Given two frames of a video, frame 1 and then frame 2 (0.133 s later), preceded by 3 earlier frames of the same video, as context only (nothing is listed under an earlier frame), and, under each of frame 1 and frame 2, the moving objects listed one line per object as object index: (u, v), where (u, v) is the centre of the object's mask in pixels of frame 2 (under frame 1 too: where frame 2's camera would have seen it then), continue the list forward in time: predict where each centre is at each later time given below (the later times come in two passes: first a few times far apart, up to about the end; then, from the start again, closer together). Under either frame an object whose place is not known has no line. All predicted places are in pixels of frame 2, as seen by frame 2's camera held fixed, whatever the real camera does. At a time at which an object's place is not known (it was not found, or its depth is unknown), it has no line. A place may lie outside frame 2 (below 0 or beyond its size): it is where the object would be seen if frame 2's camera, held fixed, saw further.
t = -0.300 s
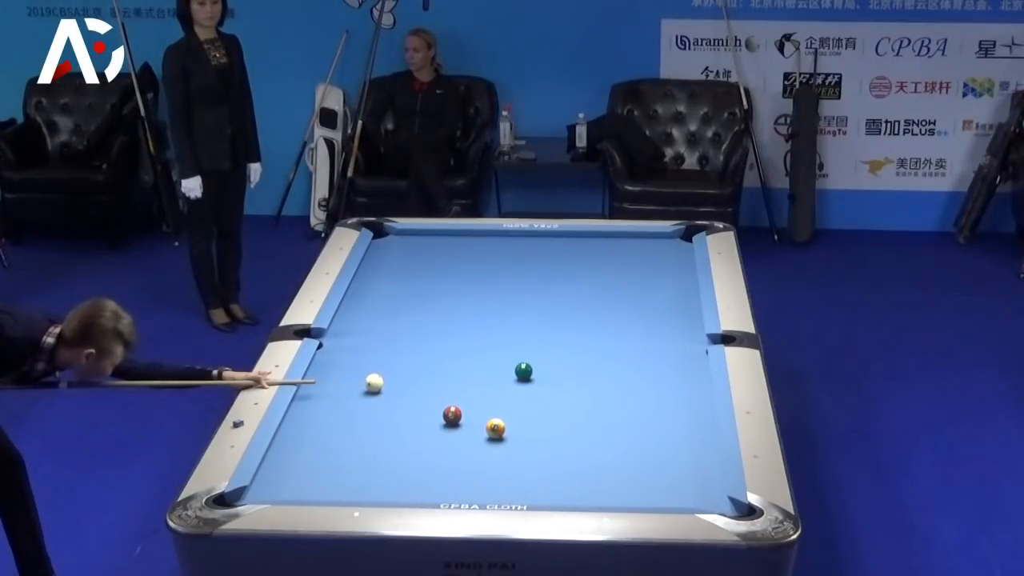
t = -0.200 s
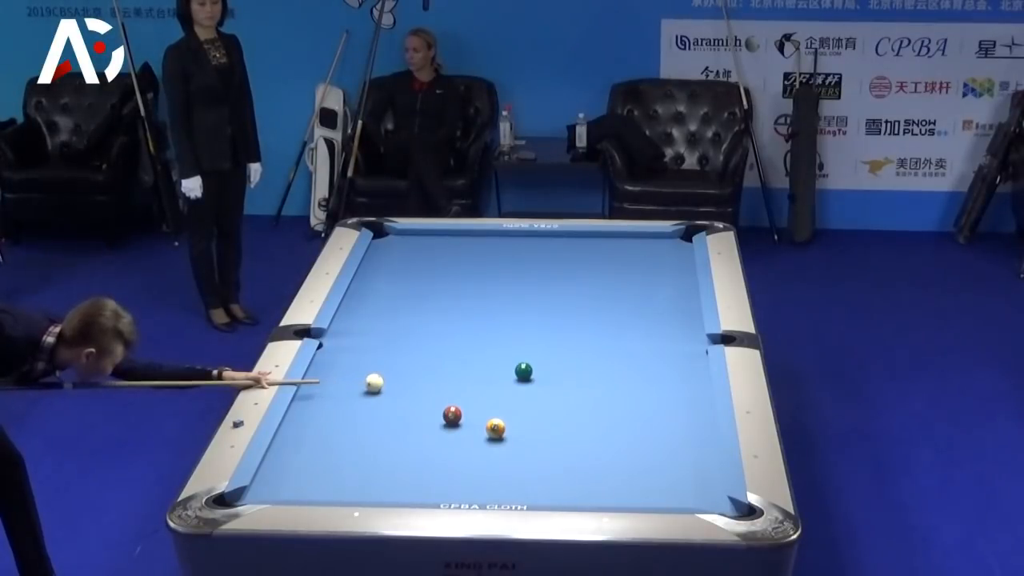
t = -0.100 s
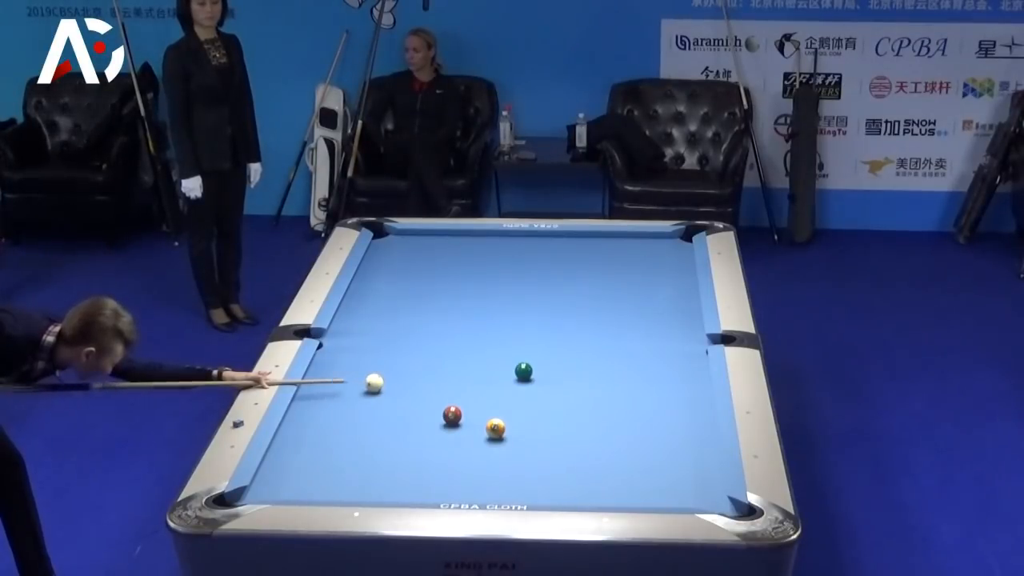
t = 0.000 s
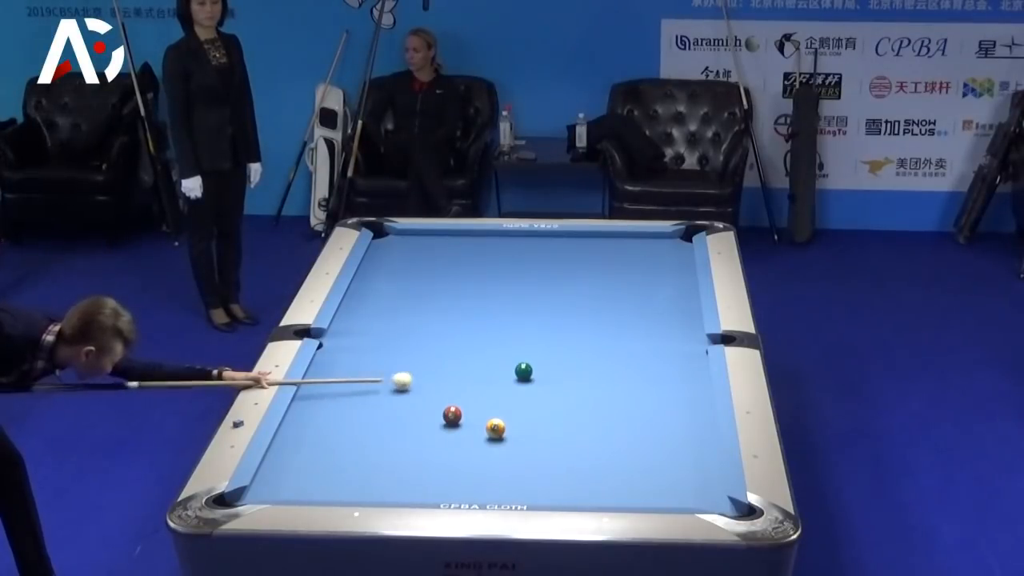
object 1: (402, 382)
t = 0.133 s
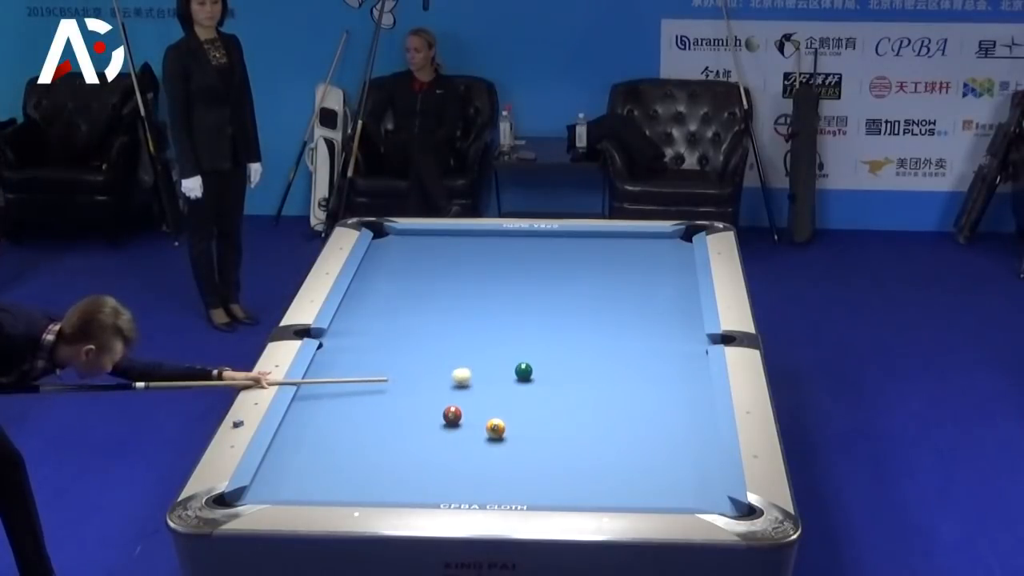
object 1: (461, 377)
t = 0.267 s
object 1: (509, 376)
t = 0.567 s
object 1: (544, 381)
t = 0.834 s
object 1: (579, 385)
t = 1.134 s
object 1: (617, 389)
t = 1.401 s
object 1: (650, 392)
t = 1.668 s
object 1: (681, 395)
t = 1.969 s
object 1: (699, 397)
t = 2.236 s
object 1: (685, 395)
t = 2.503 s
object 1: (673, 395)
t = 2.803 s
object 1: (662, 393)
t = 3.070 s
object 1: (653, 392)
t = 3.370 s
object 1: (645, 391)
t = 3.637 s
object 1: (640, 390)
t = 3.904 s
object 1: (636, 390)
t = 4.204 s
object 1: (633, 390)
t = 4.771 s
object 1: (634, 389)
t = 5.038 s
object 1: (634, 389)
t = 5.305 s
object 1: (634, 389)
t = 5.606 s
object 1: (634, 389)
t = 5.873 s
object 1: (634, 389)
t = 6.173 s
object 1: (634, 390)
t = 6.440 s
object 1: (634, 389)
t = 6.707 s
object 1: (634, 389)
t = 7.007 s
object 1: (634, 390)
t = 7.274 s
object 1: (634, 389)
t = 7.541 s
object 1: (634, 389)
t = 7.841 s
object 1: (634, 389)
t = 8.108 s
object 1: (634, 389)
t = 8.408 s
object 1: (634, 389)
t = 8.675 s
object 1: (634, 389)
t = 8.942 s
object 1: (634, 389)
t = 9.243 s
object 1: (634, 389)
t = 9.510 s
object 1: (634, 389)
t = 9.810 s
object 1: (634, 389)
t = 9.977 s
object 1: (634, 389)
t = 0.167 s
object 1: (476, 376)
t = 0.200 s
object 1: (490, 375)
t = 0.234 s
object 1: (503, 374)
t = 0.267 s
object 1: (509, 376)
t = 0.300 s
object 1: (511, 376)
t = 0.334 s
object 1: (514, 377)
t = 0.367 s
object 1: (517, 378)
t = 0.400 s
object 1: (522, 378)
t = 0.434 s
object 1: (526, 379)
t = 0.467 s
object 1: (530, 379)
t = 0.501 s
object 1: (535, 380)
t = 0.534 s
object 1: (540, 381)
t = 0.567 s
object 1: (544, 381)
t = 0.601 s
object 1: (549, 381)
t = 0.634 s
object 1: (553, 382)
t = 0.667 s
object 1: (557, 383)
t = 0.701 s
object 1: (562, 383)
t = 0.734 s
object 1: (566, 384)
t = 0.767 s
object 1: (571, 384)
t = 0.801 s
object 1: (575, 384)
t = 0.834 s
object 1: (579, 385)
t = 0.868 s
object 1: (584, 385)
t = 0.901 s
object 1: (588, 386)
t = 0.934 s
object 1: (593, 386)
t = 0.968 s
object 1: (597, 387)
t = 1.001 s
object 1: (601, 387)
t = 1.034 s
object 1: (605, 387)
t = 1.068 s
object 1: (609, 388)
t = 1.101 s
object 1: (614, 389)
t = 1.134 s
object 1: (617, 389)
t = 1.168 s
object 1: (622, 389)
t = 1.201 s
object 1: (626, 390)
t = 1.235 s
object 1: (630, 391)
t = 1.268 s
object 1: (634, 391)
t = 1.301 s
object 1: (638, 391)
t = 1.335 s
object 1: (642, 391)
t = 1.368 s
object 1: (646, 392)
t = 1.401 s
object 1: (650, 392)
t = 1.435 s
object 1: (654, 393)
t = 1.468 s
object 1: (658, 393)
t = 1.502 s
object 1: (662, 394)
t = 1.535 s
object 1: (666, 394)
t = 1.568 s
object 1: (669, 394)
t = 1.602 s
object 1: (673, 395)
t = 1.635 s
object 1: (677, 395)
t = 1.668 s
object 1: (681, 395)
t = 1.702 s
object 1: (685, 396)
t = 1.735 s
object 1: (689, 396)
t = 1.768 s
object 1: (692, 397)
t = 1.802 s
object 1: (696, 397)
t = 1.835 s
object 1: (700, 397)
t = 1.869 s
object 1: (703, 397)
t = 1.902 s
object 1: (703, 398)
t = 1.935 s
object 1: (701, 397)
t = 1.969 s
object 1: (699, 397)
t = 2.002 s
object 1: (697, 397)
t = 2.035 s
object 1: (695, 396)
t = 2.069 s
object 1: (693, 396)
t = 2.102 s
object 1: (692, 396)
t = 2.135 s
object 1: (690, 396)
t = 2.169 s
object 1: (688, 396)
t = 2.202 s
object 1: (687, 396)
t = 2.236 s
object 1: (685, 395)
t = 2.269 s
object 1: (684, 395)
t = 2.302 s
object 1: (682, 395)
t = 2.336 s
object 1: (681, 395)
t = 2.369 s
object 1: (679, 395)
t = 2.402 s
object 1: (677, 395)
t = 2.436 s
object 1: (676, 395)
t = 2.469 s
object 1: (675, 395)
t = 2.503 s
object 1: (673, 395)
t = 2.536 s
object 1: (672, 394)
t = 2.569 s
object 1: (671, 394)
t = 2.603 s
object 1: (669, 394)
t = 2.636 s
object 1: (668, 394)
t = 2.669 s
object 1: (667, 394)
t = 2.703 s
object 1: (665, 394)
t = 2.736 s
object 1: (664, 393)
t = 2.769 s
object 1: (663, 394)
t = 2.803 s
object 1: (662, 393)
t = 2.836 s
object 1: (660, 393)
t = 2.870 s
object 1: (659, 393)
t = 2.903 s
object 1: (658, 393)
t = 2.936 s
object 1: (657, 393)
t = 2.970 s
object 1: (656, 393)
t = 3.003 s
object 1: (655, 392)
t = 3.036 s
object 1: (654, 392)
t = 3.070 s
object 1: (653, 392)
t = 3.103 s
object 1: (652, 392)
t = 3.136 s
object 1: (651, 392)
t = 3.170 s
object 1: (650, 392)
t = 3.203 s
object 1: (649, 392)
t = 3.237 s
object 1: (648, 391)
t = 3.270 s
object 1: (648, 392)
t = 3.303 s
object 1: (647, 391)
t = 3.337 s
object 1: (646, 391)
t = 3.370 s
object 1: (645, 391)
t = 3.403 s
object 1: (644, 391)
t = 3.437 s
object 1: (644, 391)
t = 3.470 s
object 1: (643, 391)
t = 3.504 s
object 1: (642, 390)
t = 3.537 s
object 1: (642, 390)
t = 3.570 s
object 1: (641, 390)
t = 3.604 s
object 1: (640, 390)
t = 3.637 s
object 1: (640, 390)
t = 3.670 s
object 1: (639, 390)
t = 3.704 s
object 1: (639, 390)
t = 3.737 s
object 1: (638, 390)
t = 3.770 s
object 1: (638, 390)
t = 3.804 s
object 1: (637, 390)
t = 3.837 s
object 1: (637, 390)
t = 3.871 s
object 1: (636, 390)
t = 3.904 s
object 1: (636, 390)
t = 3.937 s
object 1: (636, 390)
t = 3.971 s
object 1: (636, 390)
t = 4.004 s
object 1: (635, 389)
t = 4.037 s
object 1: (635, 389)
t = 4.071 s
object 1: (634, 390)
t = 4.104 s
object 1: (634, 390)
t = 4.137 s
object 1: (634, 389)
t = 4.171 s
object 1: (633, 390)
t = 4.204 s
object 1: (633, 390)
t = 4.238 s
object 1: (633, 390)
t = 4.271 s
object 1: (634, 389)
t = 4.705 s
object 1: (634, 389)
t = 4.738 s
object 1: (634, 389)
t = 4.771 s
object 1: (634, 389)
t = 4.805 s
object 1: (634, 389)
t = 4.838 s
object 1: (634, 389)
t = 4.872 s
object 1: (634, 389)
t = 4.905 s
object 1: (634, 389)
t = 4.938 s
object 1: (634, 389)
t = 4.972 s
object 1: (634, 389)
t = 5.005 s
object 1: (634, 389)
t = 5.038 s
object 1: (634, 389)
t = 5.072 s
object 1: (634, 389)
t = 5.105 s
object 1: (634, 389)
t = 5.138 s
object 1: (634, 389)
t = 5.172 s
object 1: (634, 389)
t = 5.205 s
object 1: (634, 389)
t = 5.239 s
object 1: (634, 389)
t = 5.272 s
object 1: (634, 389)
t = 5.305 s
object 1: (634, 389)
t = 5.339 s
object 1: (634, 389)
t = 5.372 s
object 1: (634, 389)
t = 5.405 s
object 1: (634, 389)
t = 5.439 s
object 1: (634, 389)
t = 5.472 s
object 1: (634, 389)
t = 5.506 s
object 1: (634, 389)
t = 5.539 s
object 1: (634, 389)
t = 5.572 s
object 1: (634, 389)
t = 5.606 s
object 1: (634, 389)
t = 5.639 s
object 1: (634, 389)
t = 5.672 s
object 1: (634, 389)
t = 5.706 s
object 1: (634, 389)
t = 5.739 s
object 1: (634, 389)
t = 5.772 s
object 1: (634, 389)
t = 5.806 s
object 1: (634, 389)
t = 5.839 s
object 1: (634, 390)
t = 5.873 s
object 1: (634, 389)
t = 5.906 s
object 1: (634, 389)
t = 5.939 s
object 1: (634, 389)
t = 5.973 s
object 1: (634, 389)
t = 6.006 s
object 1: (634, 389)
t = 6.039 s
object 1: (634, 389)
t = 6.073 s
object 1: (634, 389)
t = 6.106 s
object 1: (634, 389)
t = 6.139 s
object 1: (634, 389)
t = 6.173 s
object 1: (634, 390)
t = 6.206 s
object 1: (634, 390)
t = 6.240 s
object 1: (634, 389)
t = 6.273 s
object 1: (634, 389)
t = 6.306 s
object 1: (634, 390)
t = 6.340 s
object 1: (634, 389)
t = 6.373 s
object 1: (634, 389)
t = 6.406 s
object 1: (634, 389)
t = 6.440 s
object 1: (634, 389)
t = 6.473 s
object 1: (634, 389)
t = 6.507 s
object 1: (634, 389)
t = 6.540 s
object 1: (634, 390)
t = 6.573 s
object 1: (634, 389)
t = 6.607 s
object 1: (634, 390)
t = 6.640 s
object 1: (634, 389)
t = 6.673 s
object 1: (634, 390)
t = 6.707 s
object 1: (634, 389)
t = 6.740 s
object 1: (634, 390)
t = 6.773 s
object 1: (634, 390)
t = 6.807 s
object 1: (634, 390)
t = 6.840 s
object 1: (634, 390)
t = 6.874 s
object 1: (634, 390)
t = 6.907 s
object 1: (634, 390)
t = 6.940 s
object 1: (634, 390)
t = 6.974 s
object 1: (634, 390)
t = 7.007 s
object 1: (634, 390)
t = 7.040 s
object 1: (634, 390)
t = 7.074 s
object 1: (634, 389)
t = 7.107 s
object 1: (634, 389)
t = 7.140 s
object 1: (634, 390)
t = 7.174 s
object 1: (634, 390)
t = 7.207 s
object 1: (634, 389)
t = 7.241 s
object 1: (634, 389)
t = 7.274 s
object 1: (634, 389)
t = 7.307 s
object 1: (634, 389)
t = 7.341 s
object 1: (634, 389)
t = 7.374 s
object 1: (634, 389)
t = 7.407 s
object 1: (634, 389)
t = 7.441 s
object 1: (634, 389)
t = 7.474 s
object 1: (634, 389)
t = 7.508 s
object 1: (634, 389)
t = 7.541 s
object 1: (634, 389)
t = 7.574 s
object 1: (634, 389)
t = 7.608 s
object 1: (634, 389)
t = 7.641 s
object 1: (634, 389)
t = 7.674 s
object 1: (634, 389)
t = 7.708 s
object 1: (634, 389)
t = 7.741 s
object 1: (634, 389)
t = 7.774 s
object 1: (634, 389)
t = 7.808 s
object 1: (634, 389)
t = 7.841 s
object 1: (634, 389)
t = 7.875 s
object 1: (634, 389)
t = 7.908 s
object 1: (634, 389)
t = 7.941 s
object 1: (634, 389)
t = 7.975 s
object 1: (634, 389)
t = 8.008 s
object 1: (634, 389)
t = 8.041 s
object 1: (634, 389)
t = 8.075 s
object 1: (634, 389)
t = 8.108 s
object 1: (634, 389)
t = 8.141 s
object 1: (634, 389)
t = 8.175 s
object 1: (634, 389)
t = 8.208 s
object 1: (634, 389)
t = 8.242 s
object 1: (634, 389)
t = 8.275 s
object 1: (634, 389)
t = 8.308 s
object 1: (634, 389)
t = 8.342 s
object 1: (634, 389)
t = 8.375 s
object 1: (634, 389)
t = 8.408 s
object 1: (634, 389)
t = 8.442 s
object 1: (634, 389)
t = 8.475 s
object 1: (634, 389)
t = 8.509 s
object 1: (634, 389)
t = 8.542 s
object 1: (634, 389)
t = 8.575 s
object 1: (634, 389)
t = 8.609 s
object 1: (634, 389)
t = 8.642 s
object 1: (634, 389)
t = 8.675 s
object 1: (634, 389)
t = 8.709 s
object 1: (634, 389)
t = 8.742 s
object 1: (634, 389)
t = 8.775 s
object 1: (634, 389)
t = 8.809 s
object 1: (634, 389)
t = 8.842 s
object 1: (634, 389)
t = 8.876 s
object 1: (634, 390)
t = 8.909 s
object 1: (634, 389)
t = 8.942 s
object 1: (634, 389)
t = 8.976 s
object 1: (634, 389)
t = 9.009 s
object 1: (634, 389)
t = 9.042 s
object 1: (634, 389)
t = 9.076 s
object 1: (634, 389)
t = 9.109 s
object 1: (634, 389)
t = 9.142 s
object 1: (634, 389)
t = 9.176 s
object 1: (634, 389)
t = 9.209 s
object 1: (634, 389)
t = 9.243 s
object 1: (634, 389)
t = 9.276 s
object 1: (634, 389)
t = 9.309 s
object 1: (634, 389)
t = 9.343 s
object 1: (634, 389)
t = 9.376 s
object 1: (634, 389)
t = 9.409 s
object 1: (634, 389)
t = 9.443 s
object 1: (634, 389)
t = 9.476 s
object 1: (634, 389)
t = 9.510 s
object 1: (634, 389)
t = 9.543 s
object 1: (634, 389)
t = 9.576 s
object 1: (634, 389)
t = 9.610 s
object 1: (634, 389)
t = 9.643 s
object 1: (634, 389)
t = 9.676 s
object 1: (634, 389)
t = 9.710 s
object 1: (634, 389)
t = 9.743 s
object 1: (634, 390)
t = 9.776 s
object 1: (634, 389)
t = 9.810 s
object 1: (634, 389)
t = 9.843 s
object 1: (634, 389)
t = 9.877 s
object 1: (634, 389)
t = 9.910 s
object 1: (634, 390)
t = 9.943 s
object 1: (634, 389)
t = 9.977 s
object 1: (634, 389)
